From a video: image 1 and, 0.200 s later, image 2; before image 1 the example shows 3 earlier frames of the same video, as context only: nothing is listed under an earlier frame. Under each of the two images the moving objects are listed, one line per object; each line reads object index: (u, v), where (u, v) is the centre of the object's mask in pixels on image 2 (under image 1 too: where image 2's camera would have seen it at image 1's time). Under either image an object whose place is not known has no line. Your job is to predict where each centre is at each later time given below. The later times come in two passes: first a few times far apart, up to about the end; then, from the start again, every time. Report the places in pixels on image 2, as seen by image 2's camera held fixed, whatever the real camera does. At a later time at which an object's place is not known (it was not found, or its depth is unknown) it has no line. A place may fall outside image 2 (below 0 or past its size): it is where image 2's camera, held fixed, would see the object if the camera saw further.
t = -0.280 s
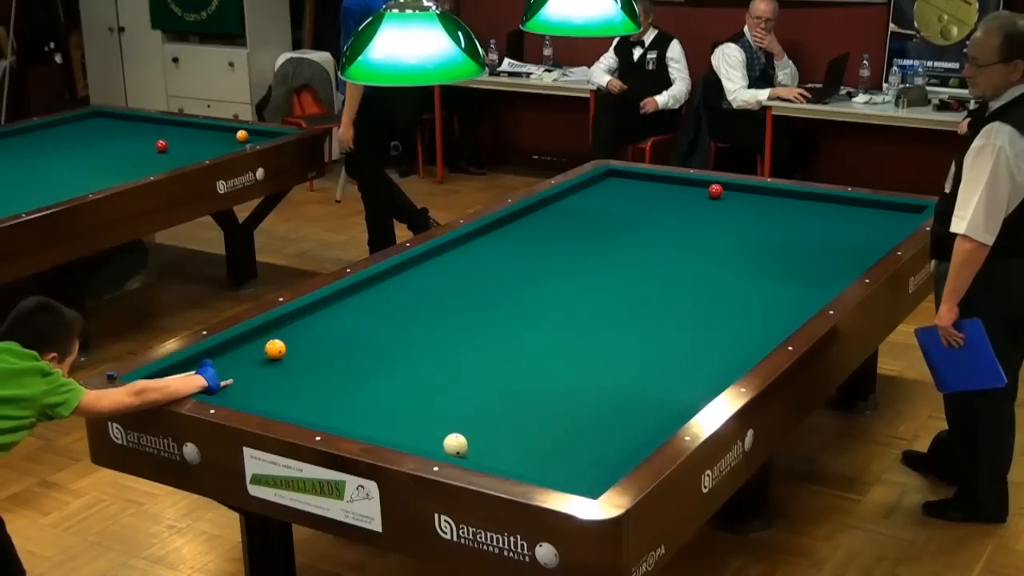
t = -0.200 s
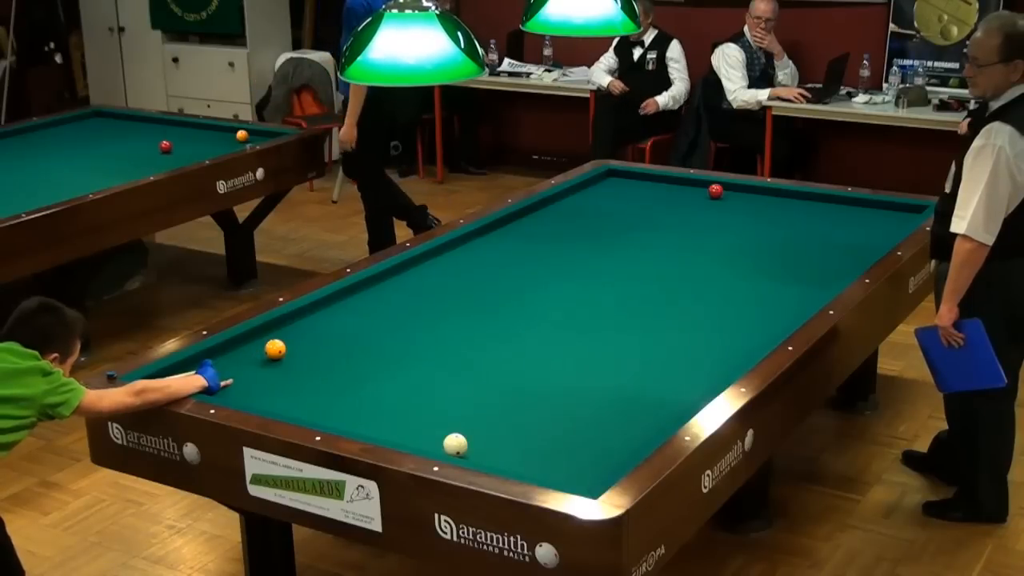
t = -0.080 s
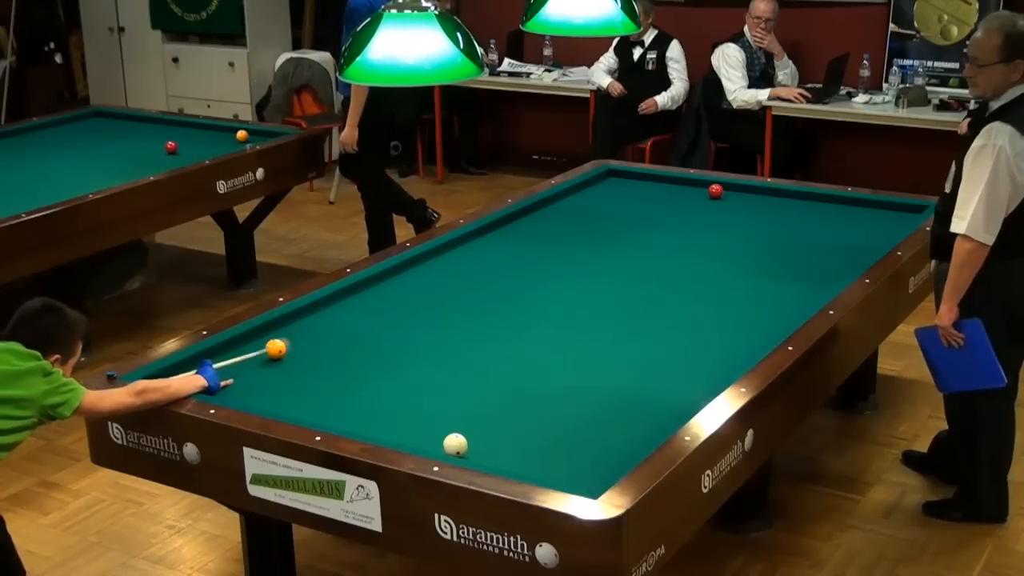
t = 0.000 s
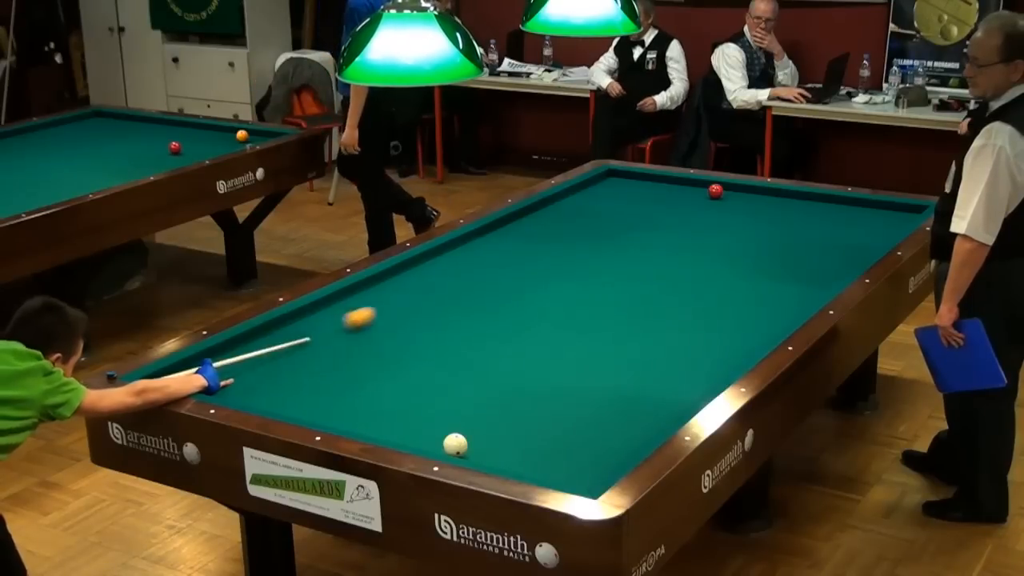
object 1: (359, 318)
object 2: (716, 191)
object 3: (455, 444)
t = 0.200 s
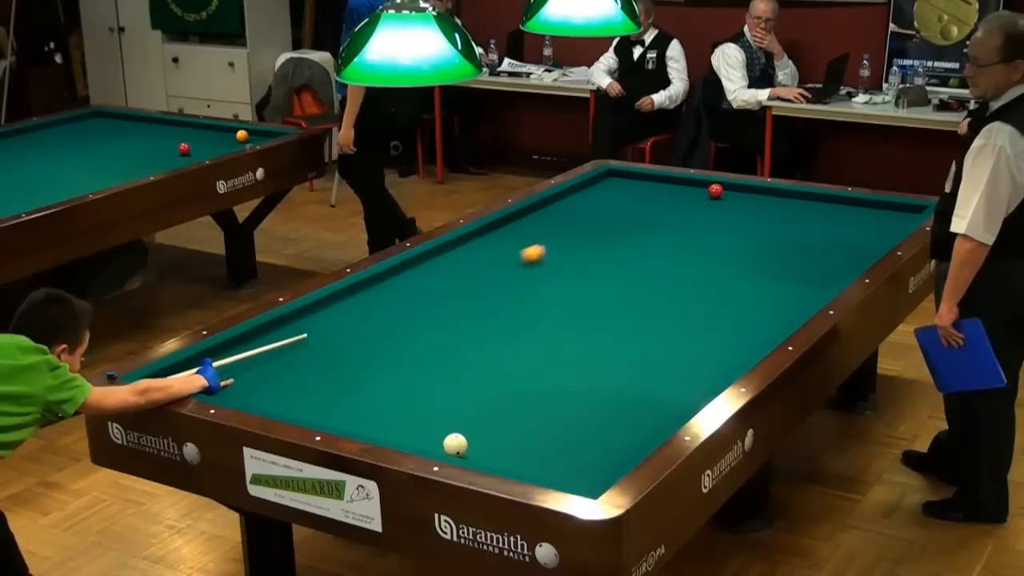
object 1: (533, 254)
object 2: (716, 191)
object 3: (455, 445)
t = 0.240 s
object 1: (562, 244)
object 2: (716, 191)
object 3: (455, 445)
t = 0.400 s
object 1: (658, 207)
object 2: (715, 191)
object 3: (455, 445)
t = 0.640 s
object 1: (649, 183)
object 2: (776, 197)
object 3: (455, 445)
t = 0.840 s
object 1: (581, 194)
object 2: (813, 217)
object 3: (455, 445)
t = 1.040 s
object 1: (599, 215)
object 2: (846, 236)
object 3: (455, 445)
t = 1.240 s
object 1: (614, 234)
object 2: (855, 252)
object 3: (455, 445)
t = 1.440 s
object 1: (630, 256)
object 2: (807, 261)
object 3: (455, 445)
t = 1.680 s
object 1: (651, 285)
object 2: (751, 273)
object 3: (455, 445)
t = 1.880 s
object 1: (671, 312)
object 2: (703, 284)
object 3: (455, 445)
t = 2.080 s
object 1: (693, 342)
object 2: (652, 295)
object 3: (455, 445)
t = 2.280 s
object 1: (715, 373)
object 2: (601, 306)
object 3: (455, 445)
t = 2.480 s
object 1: (657, 387)
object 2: (548, 318)
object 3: (455, 445)
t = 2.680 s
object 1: (606, 402)
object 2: (493, 330)
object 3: (455, 445)
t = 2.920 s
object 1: (543, 420)
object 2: (425, 344)
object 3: (455, 445)
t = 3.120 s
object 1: (488, 437)
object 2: (367, 357)
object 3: (455, 445)
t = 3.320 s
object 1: (470, 444)
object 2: (306, 370)
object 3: (441, 441)
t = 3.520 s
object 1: (459, 447)
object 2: (243, 383)
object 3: (443, 429)
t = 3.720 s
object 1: (450, 448)
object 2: (204, 383)
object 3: (446, 417)
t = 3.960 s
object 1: (456, 447)
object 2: (199, 364)
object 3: (449, 404)
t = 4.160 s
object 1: (460, 446)
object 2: (225, 355)
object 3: (451, 393)
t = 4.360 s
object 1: (464, 445)
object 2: (258, 349)
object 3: (453, 383)
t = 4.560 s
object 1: (467, 444)
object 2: (291, 344)
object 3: (454, 374)
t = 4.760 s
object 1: (470, 444)
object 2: (322, 339)
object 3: (456, 366)
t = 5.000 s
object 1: (472, 443)
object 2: (358, 332)
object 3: (459, 356)
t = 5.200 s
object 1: (473, 442)
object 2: (386, 327)
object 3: (460, 348)
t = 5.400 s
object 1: (474, 441)
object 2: (414, 322)
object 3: (462, 341)
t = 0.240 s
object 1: (562, 244)
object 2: (716, 191)
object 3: (455, 445)
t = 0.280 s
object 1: (588, 234)
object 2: (716, 191)
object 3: (455, 445)
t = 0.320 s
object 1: (613, 224)
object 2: (715, 191)
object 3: (455, 445)
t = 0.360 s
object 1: (636, 216)
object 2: (715, 191)
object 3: (455, 445)
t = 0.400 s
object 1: (658, 207)
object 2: (715, 191)
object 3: (455, 445)
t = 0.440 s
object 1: (679, 200)
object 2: (716, 191)
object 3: (455, 445)
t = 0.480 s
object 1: (699, 193)
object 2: (715, 191)
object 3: (455, 445)
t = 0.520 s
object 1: (696, 186)
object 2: (737, 190)
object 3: (455, 445)
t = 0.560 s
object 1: (690, 181)
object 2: (760, 189)
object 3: (455, 445)
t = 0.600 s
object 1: (670, 182)
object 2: (769, 193)
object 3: (455, 445)
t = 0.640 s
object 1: (649, 183)
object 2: (776, 197)
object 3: (455, 445)
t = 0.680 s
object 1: (628, 185)
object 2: (784, 201)
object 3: (455, 445)
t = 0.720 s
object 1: (608, 186)
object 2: (791, 206)
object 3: (455, 445)
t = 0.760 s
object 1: (588, 187)
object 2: (799, 210)
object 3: (455, 445)
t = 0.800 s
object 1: (576, 190)
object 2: (806, 213)
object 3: (455, 445)
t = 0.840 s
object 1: (581, 194)
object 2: (813, 217)
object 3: (455, 445)
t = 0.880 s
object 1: (585, 198)
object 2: (820, 221)
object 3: (455, 445)
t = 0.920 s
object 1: (588, 202)
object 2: (827, 225)
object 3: (455, 445)
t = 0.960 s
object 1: (592, 207)
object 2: (833, 228)
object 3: (455, 445)
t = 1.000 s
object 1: (595, 211)
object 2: (840, 232)
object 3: (455, 445)
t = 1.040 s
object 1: (599, 215)
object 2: (846, 236)
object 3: (455, 445)
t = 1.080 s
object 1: (602, 219)
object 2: (853, 239)
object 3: (455, 445)
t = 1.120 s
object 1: (605, 223)
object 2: (859, 243)
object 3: (455, 445)
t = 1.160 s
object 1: (608, 226)
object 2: (866, 247)
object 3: (455, 445)
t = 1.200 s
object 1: (611, 231)
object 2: (866, 250)
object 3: (455, 445)
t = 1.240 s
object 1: (614, 234)
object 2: (855, 252)
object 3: (455, 445)
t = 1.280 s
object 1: (617, 239)
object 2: (845, 253)
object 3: (455, 445)
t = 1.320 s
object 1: (620, 243)
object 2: (835, 255)
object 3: (455, 445)
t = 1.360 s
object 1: (623, 247)
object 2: (825, 257)
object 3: (455, 445)
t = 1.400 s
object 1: (626, 251)
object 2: (816, 259)
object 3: (455, 445)
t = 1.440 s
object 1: (630, 256)
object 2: (807, 261)
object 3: (455, 445)
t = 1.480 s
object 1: (633, 260)
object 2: (798, 263)
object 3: (455, 445)
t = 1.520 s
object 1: (636, 265)
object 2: (789, 265)
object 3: (455, 445)
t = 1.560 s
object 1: (640, 270)
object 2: (780, 267)
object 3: (455, 445)
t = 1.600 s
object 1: (643, 275)
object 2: (770, 269)
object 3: (455, 445)
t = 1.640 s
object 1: (647, 280)
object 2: (761, 271)
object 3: (455, 445)
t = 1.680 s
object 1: (651, 285)
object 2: (751, 273)
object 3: (455, 445)
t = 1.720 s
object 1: (654, 290)
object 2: (742, 275)
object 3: (455, 445)
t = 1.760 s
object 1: (658, 295)
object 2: (732, 278)
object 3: (455, 445)
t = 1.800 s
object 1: (663, 301)
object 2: (722, 280)
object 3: (455, 445)
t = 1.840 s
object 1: (667, 306)
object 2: (713, 282)
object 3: (455, 445)
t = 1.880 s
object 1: (671, 312)
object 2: (703, 284)
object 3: (455, 445)
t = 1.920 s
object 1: (675, 318)
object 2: (693, 286)
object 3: (455, 445)
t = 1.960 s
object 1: (679, 323)
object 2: (683, 288)
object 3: (455, 445)
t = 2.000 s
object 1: (684, 329)
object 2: (673, 290)
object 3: (455, 445)
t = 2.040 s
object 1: (688, 336)
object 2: (663, 293)
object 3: (455, 445)
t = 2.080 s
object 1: (693, 342)
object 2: (652, 295)
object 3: (455, 445)
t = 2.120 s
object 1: (698, 348)
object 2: (643, 297)
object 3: (455, 445)
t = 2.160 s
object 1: (703, 355)
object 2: (632, 299)
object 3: (455, 445)
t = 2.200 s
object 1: (708, 362)
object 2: (622, 301)
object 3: (455, 445)
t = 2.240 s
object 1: (713, 368)
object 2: (612, 304)
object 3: (455, 445)
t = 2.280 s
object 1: (715, 373)
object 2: (601, 306)
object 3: (455, 445)
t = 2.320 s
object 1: (703, 377)
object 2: (591, 308)
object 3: (455, 445)
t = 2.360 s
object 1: (690, 379)
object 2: (580, 310)
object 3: (455, 445)
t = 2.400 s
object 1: (679, 382)
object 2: (570, 313)
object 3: (455, 445)
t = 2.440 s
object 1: (667, 384)
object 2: (559, 315)
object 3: (455, 445)
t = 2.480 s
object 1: (657, 387)
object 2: (548, 318)
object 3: (455, 445)
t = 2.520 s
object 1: (647, 390)
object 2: (537, 320)
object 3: (455, 445)
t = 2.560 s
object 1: (637, 393)
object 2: (526, 322)
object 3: (455, 445)
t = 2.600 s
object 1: (627, 396)
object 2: (516, 325)
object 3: (455, 445)
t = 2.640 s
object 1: (616, 399)
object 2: (505, 327)
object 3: (455, 445)
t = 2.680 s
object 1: (606, 402)
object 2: (493, 330)
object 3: (455, 445)
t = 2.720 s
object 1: (596, 405)
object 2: (482, 332)
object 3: (455, 445)
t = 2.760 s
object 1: (586, 408)
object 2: (471, 334)
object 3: (455, 445)
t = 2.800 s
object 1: (575, 411)
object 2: (460, 337)
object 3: (455, 445)
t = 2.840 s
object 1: (564, 414)
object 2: (448, 339)
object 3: (455, 445)
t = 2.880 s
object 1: (554, 417)
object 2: (436, 342)
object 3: (455, 445)
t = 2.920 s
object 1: (543, 420)
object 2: (425, 344)
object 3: (455, 445)
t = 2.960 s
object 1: (532, 424)
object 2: (414, 347)
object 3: (455, 445)
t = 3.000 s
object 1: (521, 427)
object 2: (402, 349)
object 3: (455, 445)
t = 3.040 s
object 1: (510, 430)
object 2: (390, 352)
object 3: (455, 445)
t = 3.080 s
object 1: (499, 433)
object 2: (379, 354)
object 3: (455, 445)
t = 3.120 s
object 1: (488, 437)
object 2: (367, 357)
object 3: (455, 445)
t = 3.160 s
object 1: (477, 439)
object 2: (355, 359)
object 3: (455, 445)
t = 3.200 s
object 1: (476, 441)
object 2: (343, 362)
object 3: (445, 445)
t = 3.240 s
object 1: (475, 441)
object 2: (331, 365)
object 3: (439, 445)
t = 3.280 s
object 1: (473, 443)
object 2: (318, 367)
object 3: (440, 443)
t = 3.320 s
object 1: (470, 444)
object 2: (306, 370)
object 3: (441, 441)
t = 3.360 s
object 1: (468, 445)
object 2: (294, 372)
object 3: (441, 439)
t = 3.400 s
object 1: (466, 445)
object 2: (281, 375)
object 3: (442, 437)
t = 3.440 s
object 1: (464, 446)
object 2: (268, 378)
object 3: (442, 433)
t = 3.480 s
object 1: (461, 446)
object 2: (256, 381)
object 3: (442, 431)
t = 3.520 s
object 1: (459, 447)
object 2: (243, 383)
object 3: (443, 429)
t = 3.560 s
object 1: (457, 447)
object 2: (231, 386)
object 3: (444, 426)
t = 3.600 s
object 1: (455, 448)
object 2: (218, 388)
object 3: (444, 424)
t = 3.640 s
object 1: (453, 448)
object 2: (206, 388)
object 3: (445, 421)
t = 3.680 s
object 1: (451, 448)
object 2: (204, 386)
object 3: (445, 420)
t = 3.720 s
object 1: (450, 448)
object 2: (204, 383)
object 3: (446, 417)
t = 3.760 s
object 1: (452, 448)
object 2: (203, 380)
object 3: (446, 415)
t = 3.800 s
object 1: (453, 448)
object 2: (202, 377)
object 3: (447, 412)
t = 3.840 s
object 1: (454, 448)
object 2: (201, 373)
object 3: (447, 410)
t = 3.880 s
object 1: (454, 447)
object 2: (200, 370)
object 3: (448, 408)
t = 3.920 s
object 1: (455, 448)
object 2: (199, 367)
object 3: (448, 406)
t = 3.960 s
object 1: (456, 447)
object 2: (199, 364)
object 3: (449, 404)
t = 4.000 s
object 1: (457, 447)
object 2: (197, 361)
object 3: (449, 402)
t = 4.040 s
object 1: (458, 446)
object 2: (203, 359)
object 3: (449, 399)
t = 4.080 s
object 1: (458, 447)
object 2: (211, 358)
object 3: (450, 397)
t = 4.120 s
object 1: (459, 446)
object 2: (218, 357)
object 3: (450, 395)
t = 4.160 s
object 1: (460, 446)
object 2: (225, 355)
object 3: (451, 393)
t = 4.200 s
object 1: (461, 446)
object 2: (232, 354)
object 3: (451, 391)
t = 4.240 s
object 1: (461, 446)
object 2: (238, 353)
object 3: (452, 389)
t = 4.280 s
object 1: (462, 446)
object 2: (245, 352)
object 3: (452, 387)
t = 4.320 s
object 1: (463, 446)
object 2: (252, 351)
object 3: (452, 385)
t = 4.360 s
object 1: (464, 445)
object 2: (258, 349)
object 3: (453, 383)
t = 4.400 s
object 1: (464, 445)
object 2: (265, 348)
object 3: (453, 381)
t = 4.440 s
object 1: (465, 445)
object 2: (271, 347)
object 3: (454, 380)
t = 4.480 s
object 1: (465, 445)
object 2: (278, 346)
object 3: (454, 378)
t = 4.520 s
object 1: (466, 444)
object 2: (284, 345)
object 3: (454, 376)
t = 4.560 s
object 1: (467, 444)
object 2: (291, 344)
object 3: (454, 374)
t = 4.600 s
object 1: (467, 444)
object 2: (297, 343)
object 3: (455, 372)
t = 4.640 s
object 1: (468, 444)
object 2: (303, 342)
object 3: (455, 371)
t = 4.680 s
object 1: (468, 444)
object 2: (310, 341)
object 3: (456, 369)
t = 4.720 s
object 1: (469, 444)
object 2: (316, 340)
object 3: (456, 367)
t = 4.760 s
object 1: (470, 444)
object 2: (322, 339)
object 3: (456, 366)
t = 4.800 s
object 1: (470, 444)
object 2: (328, 338)
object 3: (457, 364)
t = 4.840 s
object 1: (470, 444)
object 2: (334, 336)
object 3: (457, 362)
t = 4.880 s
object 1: (471, 444)
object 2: (340, 335)
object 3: (457, 361)
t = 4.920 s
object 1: (471, 443)
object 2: (346, 334)
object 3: (458, 359)
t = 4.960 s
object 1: (472, 443)
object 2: (352, 333)
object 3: (458, 357)
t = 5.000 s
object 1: (472, 443)
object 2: (358, 332)
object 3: (459, 356)
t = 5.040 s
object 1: (472, 443)
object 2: (364, 331)
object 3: (459, 354)
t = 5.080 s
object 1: (473, 443)
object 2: (369, 330)
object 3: (459, 353)
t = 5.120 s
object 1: (473, 443)
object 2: (375, 329)
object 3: (460, 351)
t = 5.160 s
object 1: (473, 442)
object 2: (381, 328)
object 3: (460, 350)
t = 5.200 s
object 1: (473, 442)
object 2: (386, 327)
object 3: (460, 348)
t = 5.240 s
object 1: (474, 442)
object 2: (392, 326)
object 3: (461, 347)
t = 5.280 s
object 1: (474, 441)
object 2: (398, 325)
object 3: (461, 346)
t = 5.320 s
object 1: (474, 441)
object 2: (403, 324)
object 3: (461, 344)
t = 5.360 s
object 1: (474, 441)
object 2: (408, 323)
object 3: (462, 343)
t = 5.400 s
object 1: (474, 441)
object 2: (414, 322)
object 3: (462, 341)
